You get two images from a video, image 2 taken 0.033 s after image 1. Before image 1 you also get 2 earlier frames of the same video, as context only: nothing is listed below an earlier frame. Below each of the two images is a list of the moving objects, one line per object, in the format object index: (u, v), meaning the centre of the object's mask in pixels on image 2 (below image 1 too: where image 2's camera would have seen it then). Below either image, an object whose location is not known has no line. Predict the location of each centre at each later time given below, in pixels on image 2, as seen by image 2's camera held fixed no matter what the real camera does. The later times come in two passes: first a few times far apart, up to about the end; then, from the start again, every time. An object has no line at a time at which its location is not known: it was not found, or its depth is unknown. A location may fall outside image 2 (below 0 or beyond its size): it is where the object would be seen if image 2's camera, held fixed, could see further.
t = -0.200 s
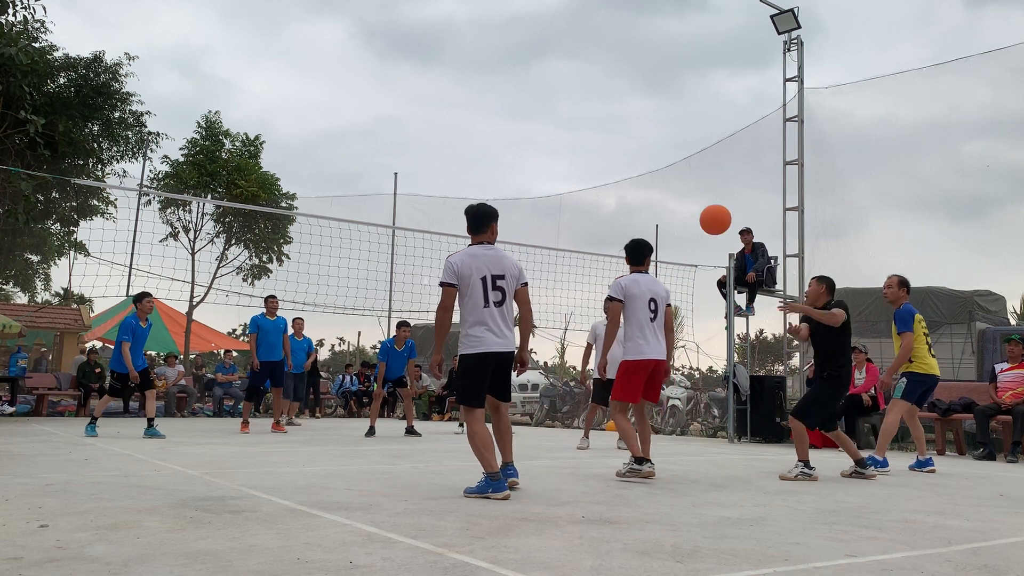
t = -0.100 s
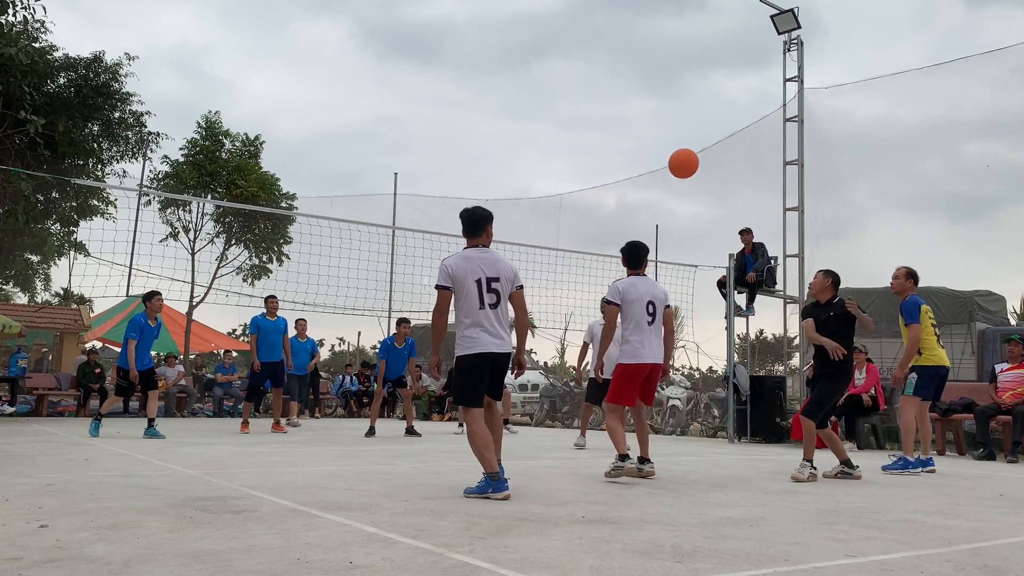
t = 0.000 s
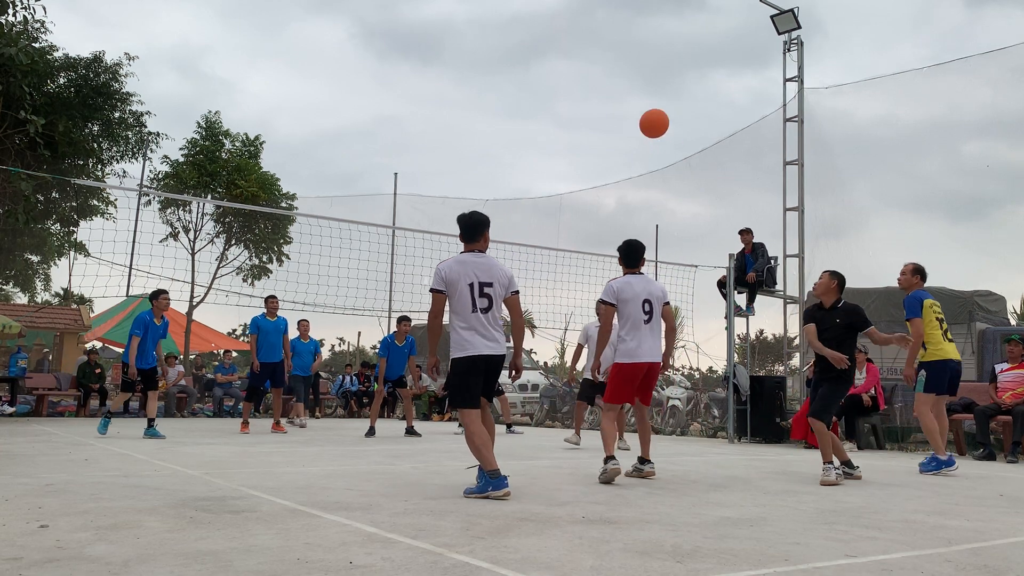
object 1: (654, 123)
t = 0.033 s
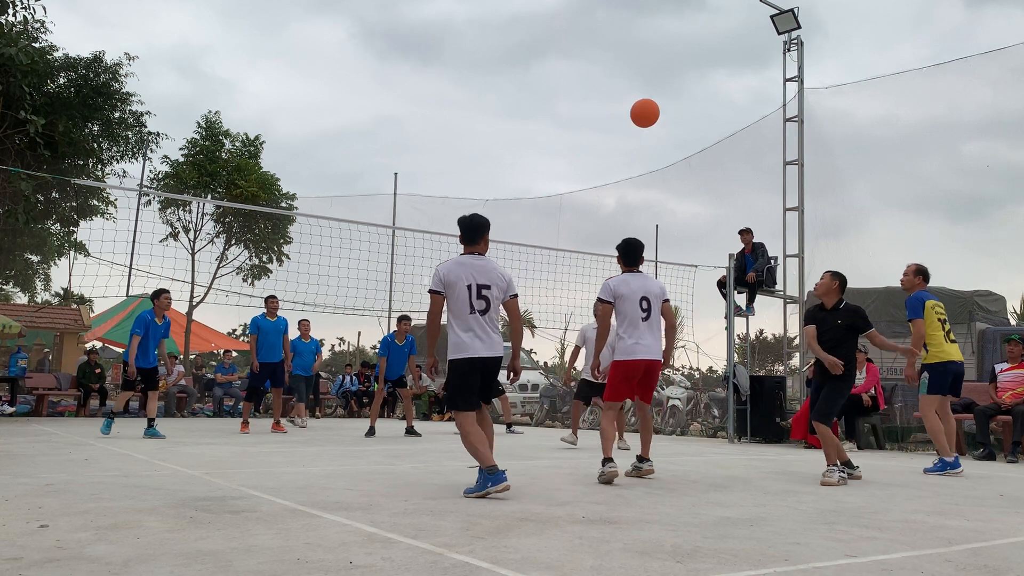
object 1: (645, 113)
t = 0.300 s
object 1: (576, 80)
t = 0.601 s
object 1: (507, 132)
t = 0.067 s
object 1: (636, 104)
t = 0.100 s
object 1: (627, 97)
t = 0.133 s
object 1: (618, 91)
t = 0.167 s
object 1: (609, 86)
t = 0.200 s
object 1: (601, 82)
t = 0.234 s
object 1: (592, 80)
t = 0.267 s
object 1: (584, 80)
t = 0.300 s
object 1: (576, 80)
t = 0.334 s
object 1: (568, 82)
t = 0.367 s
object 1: (560, 84)
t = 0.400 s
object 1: (552, 88)
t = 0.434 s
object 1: (544, 93)
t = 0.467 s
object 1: (537, 99)
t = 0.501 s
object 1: (529, 106)
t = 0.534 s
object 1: (522, 114)
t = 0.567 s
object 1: (515, 123)
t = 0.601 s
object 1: (507, 132)
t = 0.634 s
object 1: (500, 143)
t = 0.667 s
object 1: (493, 155)
